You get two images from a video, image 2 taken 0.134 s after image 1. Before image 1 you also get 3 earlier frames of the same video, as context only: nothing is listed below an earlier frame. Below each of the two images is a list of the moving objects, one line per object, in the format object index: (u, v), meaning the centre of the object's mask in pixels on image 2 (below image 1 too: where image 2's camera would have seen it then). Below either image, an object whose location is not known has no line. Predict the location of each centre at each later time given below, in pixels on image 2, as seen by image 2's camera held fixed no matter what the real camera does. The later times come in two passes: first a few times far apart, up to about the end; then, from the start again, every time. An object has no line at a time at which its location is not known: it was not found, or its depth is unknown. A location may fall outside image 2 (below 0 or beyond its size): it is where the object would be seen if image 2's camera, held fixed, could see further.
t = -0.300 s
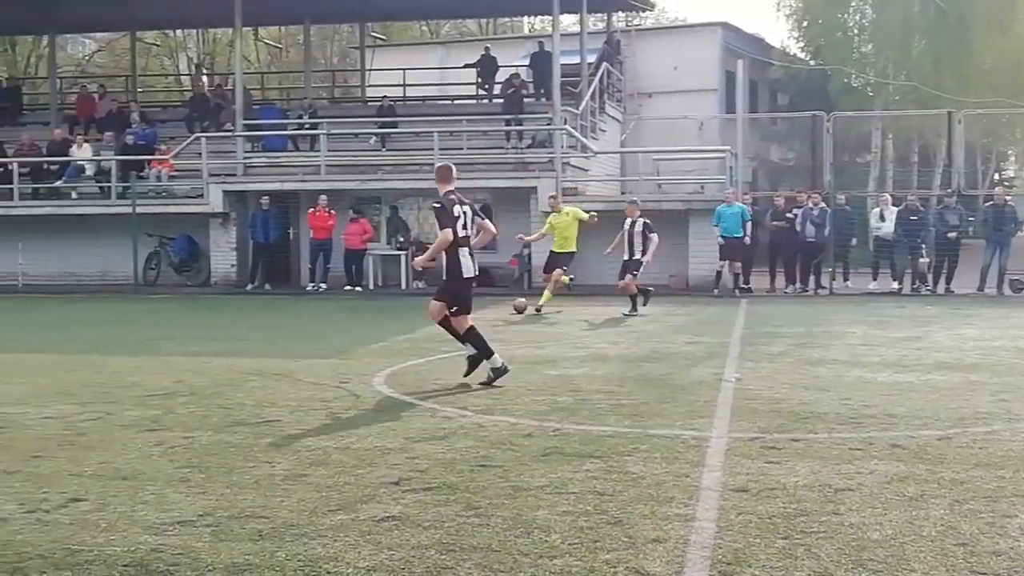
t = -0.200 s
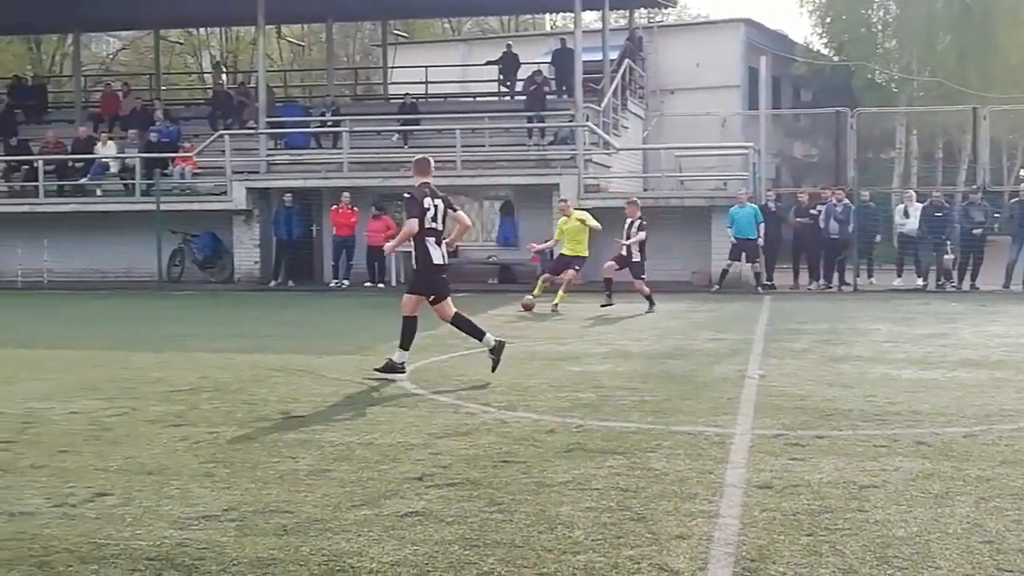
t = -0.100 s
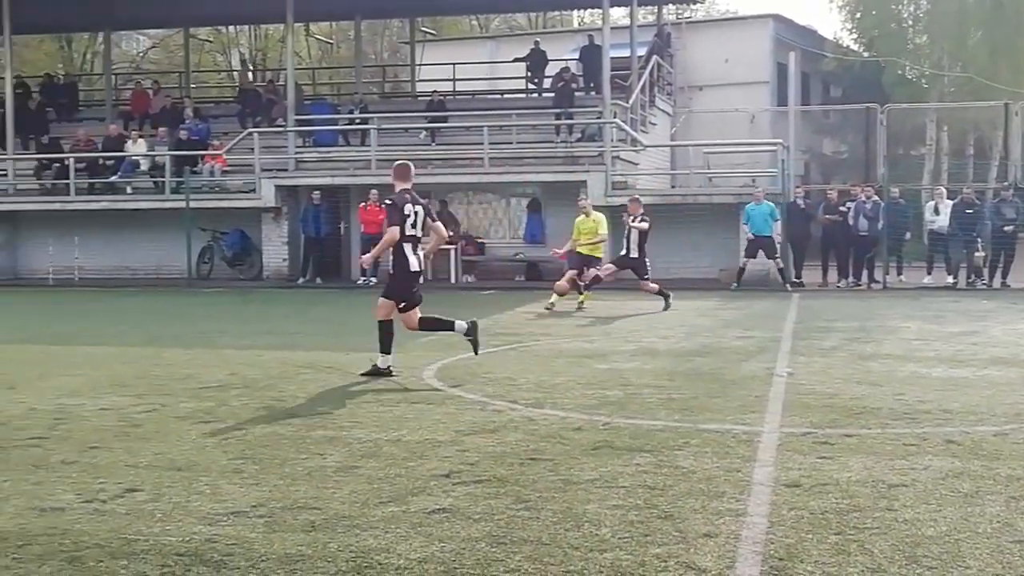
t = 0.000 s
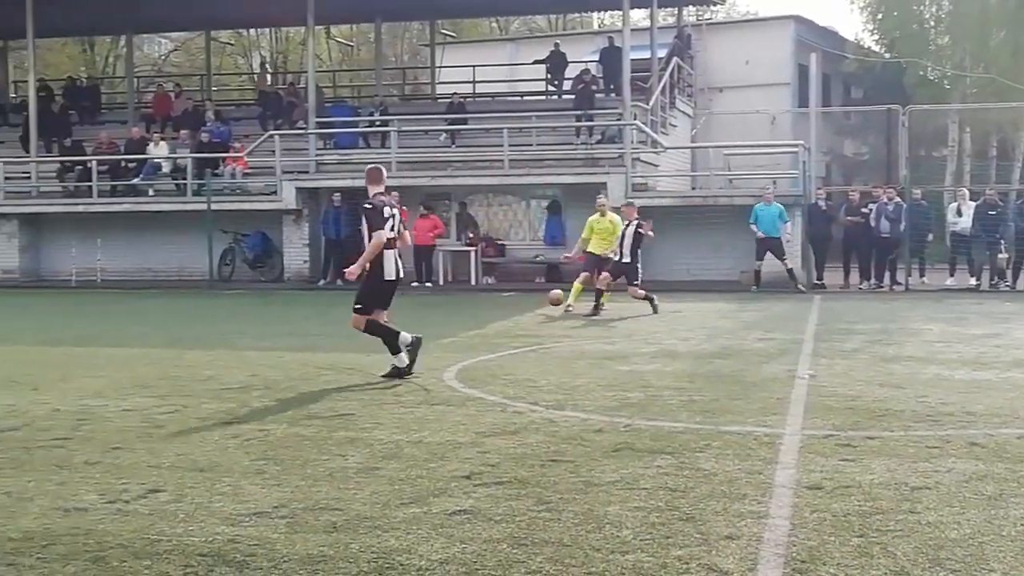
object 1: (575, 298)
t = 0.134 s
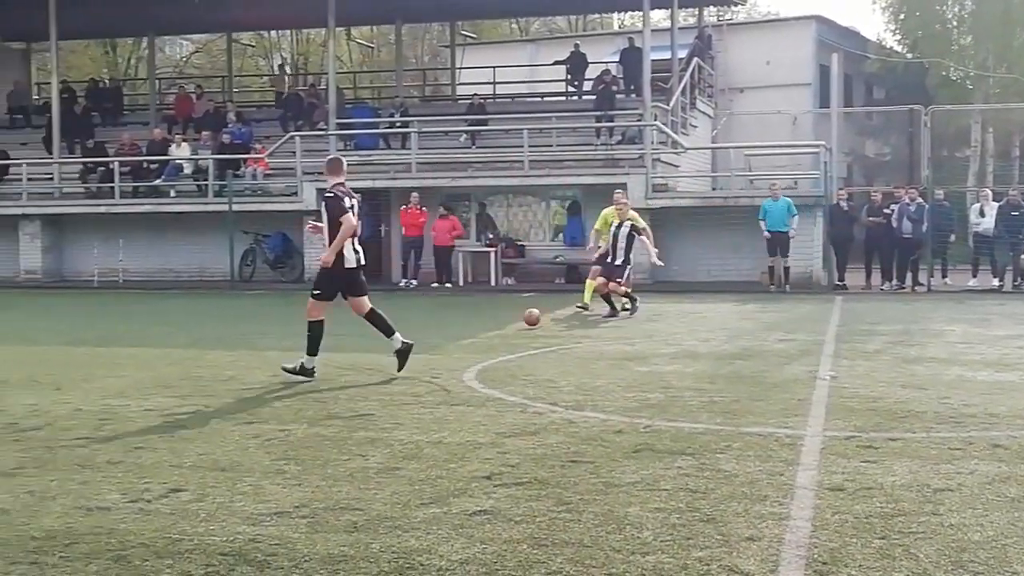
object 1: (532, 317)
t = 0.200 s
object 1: (515, 314)
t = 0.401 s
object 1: (463, 332)
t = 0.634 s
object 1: (416, 339)
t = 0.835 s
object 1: (374, 342)
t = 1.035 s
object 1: (331, 354)
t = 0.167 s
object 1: (524, 315)
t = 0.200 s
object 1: (515, 314)
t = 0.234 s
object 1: (506, 315)
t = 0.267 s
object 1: (498, 316)
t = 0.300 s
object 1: (489, 318)
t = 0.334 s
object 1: (481, 322)
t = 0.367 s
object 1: (472, 326)
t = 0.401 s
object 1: (463, 332)
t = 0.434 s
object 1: (456, 334)
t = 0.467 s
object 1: (449, 332)
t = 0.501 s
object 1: (443, 331)
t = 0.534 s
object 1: (436, 331)
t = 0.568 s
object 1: (429, 333)
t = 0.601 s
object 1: (423, 335)
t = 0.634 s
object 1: (416, 339)
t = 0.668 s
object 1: (409, 344)
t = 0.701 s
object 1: (403, 342)
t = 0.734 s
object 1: (396, 340)
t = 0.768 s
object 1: (389, 340)
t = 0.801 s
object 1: (382, 340)
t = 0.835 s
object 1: (374, 342)
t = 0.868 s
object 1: (367, 345)
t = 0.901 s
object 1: (360, 349)
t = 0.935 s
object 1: (352, 354)
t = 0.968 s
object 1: (345, 355)
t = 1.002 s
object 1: (338, 354)
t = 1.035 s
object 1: (331, 354)
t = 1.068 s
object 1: (323, 356)
